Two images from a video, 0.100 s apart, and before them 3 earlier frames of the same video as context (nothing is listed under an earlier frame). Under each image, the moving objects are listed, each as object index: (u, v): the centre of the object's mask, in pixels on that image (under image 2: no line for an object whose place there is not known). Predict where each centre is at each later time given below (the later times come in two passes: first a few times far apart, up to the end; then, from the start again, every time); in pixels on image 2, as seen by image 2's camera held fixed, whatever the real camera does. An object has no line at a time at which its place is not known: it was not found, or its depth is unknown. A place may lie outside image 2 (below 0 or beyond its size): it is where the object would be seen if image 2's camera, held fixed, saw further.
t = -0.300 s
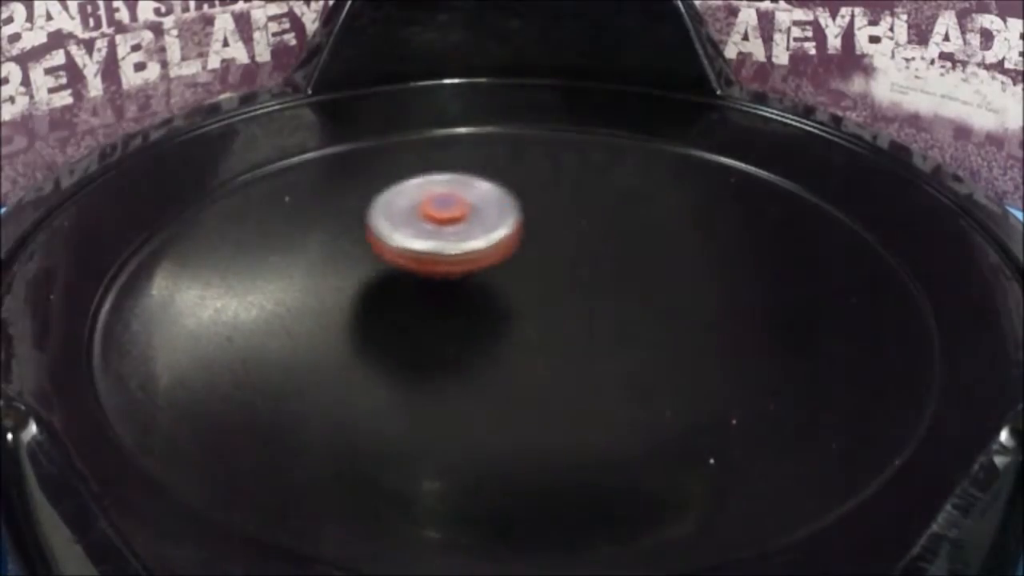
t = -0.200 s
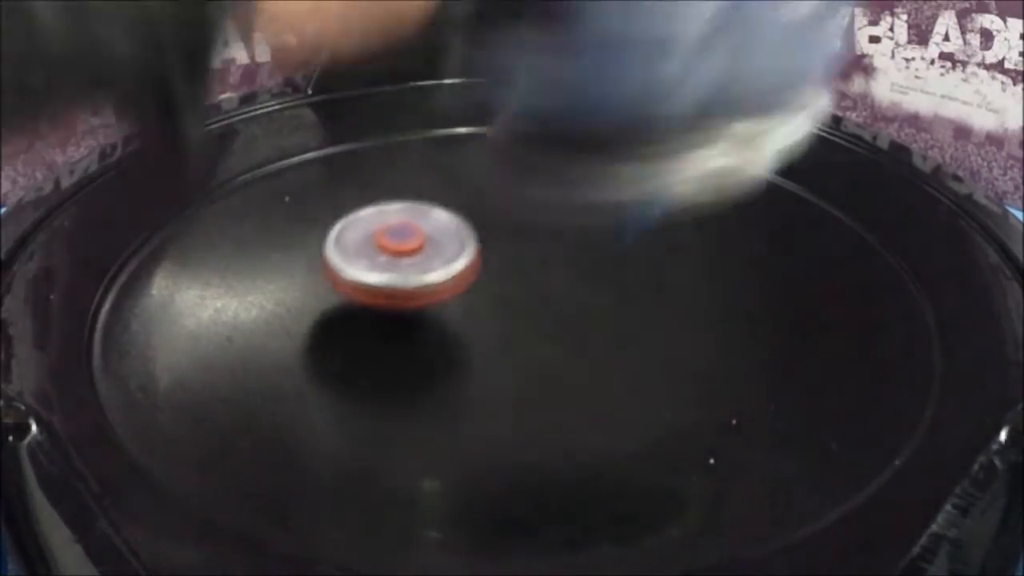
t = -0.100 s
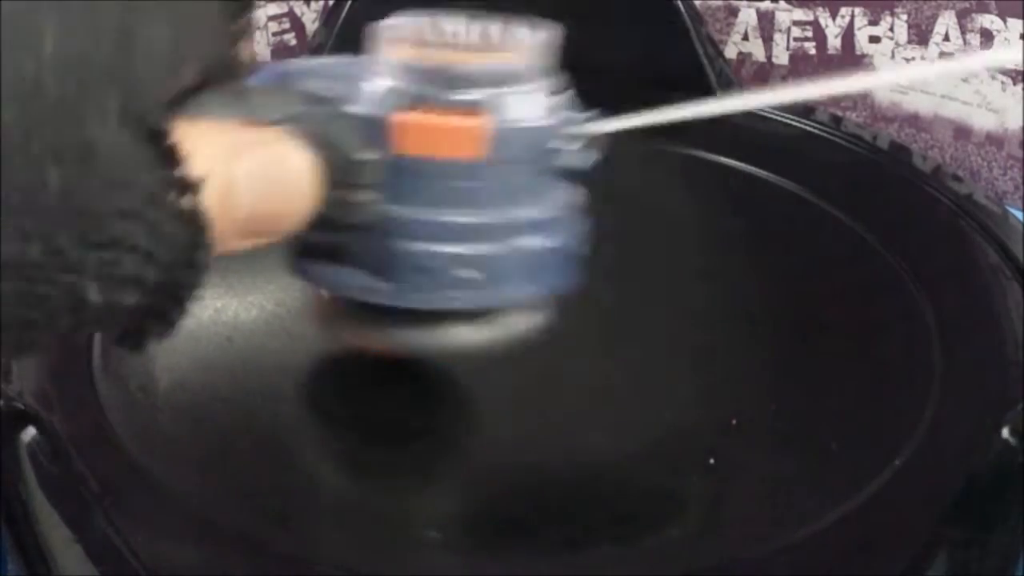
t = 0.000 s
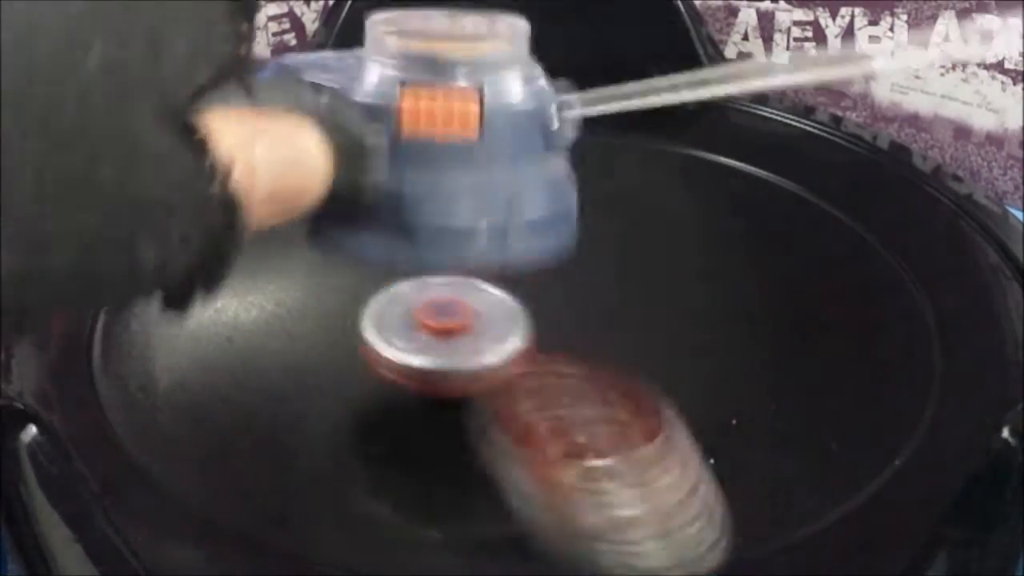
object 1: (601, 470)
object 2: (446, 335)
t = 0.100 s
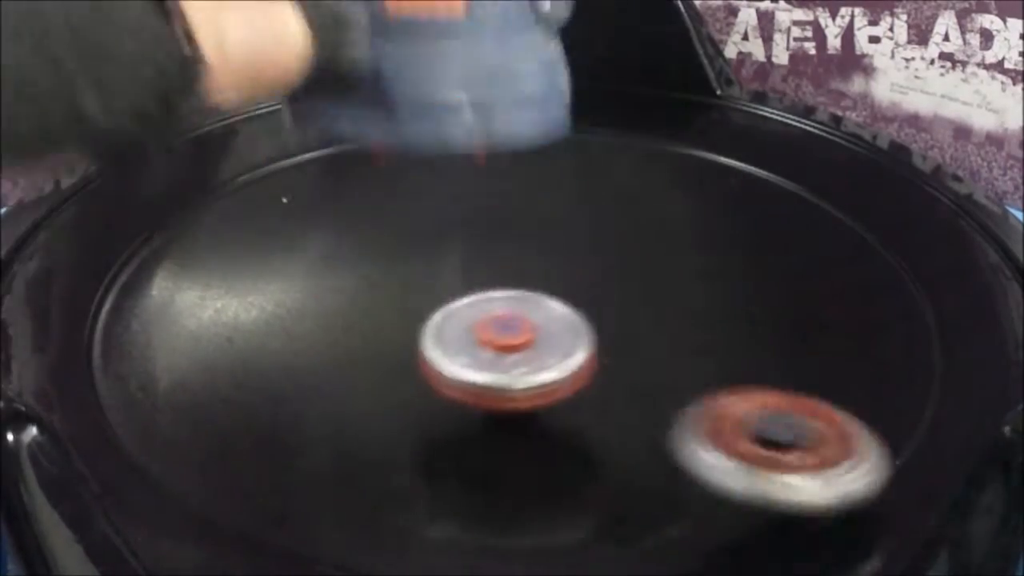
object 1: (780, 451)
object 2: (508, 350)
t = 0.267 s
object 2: (608, 326)
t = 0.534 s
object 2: (589, 250)
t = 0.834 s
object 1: (350, 350)
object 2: (439, 269)
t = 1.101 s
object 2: (521, 298)
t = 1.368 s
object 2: (539, 293)
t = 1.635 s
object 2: (522, 292)
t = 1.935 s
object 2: (732, 284)
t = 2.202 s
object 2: (916, 208)
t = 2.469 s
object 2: (503, 178)
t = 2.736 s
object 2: (521, 272)
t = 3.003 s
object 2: (593, 256)
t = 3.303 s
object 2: (485, 238)
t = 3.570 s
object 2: (506, 302)
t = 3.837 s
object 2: (619, 313)
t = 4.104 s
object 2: (559, 283)
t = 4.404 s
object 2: (519, 73)
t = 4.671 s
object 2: (372, 124)
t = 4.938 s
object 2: (348, 284)
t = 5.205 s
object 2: (492, 314)
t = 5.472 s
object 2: (582, 250)
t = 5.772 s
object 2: (492, 254)
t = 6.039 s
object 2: (495, 279)
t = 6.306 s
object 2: (530, 291)
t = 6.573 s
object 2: (544, 294)
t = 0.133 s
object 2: (527, 349)
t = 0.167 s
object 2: (548, 346)
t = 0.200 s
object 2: (569, 341)
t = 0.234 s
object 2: (590, 334)
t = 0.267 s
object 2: (608, 326)
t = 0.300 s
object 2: (622, 316)
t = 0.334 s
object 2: (632, 305)
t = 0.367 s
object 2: (636, 294)
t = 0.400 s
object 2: (635, 283)
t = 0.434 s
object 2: (629, 272)
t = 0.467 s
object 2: (619, 264)
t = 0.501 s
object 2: (605, 256)
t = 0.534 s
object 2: (589, 250)
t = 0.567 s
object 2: (572, 244)
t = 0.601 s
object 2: (553, 241)
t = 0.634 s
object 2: (533, 240)
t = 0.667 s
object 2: (513, 242)
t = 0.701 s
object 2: (492, 245)
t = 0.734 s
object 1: (111, 193)
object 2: (473, 250)
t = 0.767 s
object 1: (184, 230)
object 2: (455, 256)
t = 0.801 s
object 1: (268, 310)
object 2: (440, 264)
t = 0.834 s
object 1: (350, 350)
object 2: (439, 269)
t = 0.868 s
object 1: (404, 394)
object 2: (455, 266)
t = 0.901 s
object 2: (471, 266)
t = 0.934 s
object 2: (485, 267)
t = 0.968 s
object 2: (495, 271)
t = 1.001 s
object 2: (504, 277)
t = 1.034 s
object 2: (511, 284)
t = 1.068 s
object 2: (517, 292)
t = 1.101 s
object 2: (521, 298)
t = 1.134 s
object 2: (522, 302)
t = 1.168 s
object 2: (520, 304)
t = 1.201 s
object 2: (520, 305)
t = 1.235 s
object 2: (523, 304)
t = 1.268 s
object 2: (527, 303)
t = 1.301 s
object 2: (531, 300)
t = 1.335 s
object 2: (534, 297)
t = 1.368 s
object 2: (539, 293)
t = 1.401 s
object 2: (543, 290)
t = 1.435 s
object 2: (548, 287)
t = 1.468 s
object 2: (551, 285)
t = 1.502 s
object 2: (548, 285)
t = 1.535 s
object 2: (544, 286)
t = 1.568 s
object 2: (537, 288)
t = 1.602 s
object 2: (529, 290)
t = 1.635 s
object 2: (522, 292)
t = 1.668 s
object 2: (516, 295)
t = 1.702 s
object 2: (513, 298)
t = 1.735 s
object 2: (510, 302)
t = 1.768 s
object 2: (509, 305)
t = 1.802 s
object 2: (537, 304)
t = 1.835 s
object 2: (601, 303)
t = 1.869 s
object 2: (656, 299)
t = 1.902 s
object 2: (699, 291)
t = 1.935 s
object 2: (732, 284)
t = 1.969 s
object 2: (752, 276)
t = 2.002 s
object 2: (762, 269)
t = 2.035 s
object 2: (763, 257)
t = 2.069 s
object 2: (808, 230)
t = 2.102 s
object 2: (887, 211)
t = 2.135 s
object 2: (949, 219)
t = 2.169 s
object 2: (944, 217)
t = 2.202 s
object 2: (916, 208)
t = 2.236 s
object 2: (879, 203)
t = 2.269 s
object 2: (835, 198)
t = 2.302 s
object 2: (784, 192)
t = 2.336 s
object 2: (728, 186)
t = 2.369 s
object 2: (671, 182)
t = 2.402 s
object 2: (614, 178)
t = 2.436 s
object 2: (556, 177)
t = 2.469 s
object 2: (503, 178)
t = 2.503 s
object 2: (454, 182)
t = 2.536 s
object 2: (410, 189)
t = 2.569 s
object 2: (373, 199)
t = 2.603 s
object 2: (389, 209)
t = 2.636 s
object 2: (428, 228)
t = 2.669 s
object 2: (463, 242)
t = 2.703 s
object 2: (494, 258)
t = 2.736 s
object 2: (521, 272)
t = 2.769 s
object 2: (542, 285)
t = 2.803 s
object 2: (555, 295)
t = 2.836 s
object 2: (562, 302)
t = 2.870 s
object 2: (567, 306)
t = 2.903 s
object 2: (572, 307)
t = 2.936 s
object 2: (577, 299)
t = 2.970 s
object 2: (587, 278)
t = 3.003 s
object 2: (593, 256)
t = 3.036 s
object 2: (594, 239)
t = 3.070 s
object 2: (590, 227)
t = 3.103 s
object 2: (579, 221)
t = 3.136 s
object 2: (564, 217)
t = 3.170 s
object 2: (545, 216)
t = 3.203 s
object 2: (527, 219)
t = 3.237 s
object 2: (511, 224)
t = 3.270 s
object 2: (497, 231)
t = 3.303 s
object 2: (485, 238)
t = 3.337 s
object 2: (475, 246)
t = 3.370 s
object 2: (469, 252)
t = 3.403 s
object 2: (469, 258)
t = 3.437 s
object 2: (473, 265)
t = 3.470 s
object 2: (477, 276)
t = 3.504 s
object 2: (483, 286)
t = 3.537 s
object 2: (492, 295)
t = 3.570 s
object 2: (506, 302)
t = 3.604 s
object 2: (521, 310)
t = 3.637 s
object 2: (539, 315)
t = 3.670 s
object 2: (557, 319)
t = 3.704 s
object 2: (574, 321)
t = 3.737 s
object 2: (590, 323)
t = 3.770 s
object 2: (602, 322)
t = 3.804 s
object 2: (611, 318)
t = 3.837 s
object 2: (619, 313)
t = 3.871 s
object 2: (625, 309)
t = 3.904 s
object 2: (623, 304)
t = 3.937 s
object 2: (615, 298)
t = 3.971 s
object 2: (606, 294)
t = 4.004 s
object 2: (594, 290)
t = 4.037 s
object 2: (582, 287)
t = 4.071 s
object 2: (571, 284)
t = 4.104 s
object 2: (559, 283)
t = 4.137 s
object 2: (549, 281)
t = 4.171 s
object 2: (548, 219)
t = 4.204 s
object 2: (551, 155)
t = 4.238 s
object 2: (551, 115)
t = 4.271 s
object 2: (551, 106)
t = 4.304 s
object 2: (549, 121)
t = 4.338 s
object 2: (541, 92)
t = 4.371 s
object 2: (532, 79)
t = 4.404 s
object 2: (519, 73)
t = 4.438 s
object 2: (505, 71)
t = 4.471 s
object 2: (489, 71)
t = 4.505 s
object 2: (471, 73)
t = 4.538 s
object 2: (452, 77)
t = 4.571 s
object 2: (432, 83)
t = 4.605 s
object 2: (412, 92)
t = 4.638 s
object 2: (390, 107)
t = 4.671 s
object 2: (372, 124)
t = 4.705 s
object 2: (355, 141)
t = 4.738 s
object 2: (341, 161)
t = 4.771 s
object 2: (330, 181)
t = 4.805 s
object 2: (323, 203)
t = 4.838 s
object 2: (320, 225)
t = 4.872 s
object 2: (322, 247)
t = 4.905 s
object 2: (332, 267)
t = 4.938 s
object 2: (348, 284)
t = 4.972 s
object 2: (367, 298)
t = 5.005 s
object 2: (387, 308)
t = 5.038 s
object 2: (406, 315)
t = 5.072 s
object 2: (423, 319)
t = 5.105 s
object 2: (438, 320)
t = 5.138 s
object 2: (453, 318)
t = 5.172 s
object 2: (471, 316)
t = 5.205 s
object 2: (492, 314)
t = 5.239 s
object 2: (514, 309)
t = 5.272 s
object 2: (536, 304)
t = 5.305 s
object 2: (553, 296)
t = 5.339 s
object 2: (567, 287)
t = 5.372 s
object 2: (577, 278)
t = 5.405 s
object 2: (583, 269)
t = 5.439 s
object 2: (585, 259)
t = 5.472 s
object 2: (582, 250)
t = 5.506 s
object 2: (574, 242)
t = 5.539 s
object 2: (562, 237)
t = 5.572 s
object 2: (550, 235)
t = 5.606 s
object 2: (539, 235)
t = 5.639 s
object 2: (527, 237)
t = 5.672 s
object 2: (517, 240)
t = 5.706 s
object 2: (507, 244)
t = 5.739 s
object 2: (499, 249)
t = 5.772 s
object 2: (492, 254)
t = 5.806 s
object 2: (487, 259)
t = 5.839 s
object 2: (483, 263)
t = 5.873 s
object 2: (481, 266)
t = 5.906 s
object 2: (482, 269)
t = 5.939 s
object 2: (484, 272)
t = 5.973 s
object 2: (487, 274)
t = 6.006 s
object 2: (491, 276)
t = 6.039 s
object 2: (495, 279)
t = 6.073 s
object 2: (500, 280)
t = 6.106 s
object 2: (505, 282)
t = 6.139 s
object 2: (509, 284)
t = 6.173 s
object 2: (514, 286)
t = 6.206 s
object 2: (519, 287)
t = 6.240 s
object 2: (523, 289)
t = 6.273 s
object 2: (526, 290)
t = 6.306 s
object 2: (530, 291)
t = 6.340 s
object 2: (533, 292)
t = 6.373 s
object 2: (536, 292)
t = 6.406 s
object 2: (538, 293)
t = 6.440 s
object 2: (540, 293)
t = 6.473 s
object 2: (542, 294)
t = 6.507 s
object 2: (543, 294)
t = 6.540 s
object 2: (543, 294)
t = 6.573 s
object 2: (544, 294)
